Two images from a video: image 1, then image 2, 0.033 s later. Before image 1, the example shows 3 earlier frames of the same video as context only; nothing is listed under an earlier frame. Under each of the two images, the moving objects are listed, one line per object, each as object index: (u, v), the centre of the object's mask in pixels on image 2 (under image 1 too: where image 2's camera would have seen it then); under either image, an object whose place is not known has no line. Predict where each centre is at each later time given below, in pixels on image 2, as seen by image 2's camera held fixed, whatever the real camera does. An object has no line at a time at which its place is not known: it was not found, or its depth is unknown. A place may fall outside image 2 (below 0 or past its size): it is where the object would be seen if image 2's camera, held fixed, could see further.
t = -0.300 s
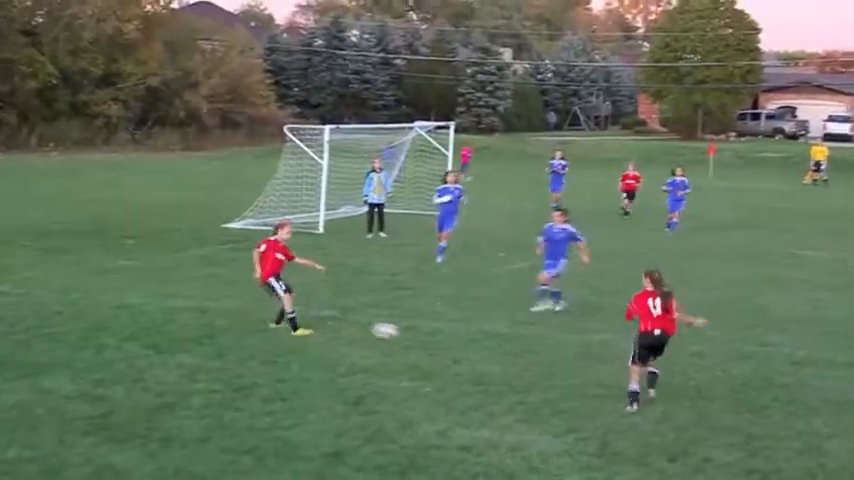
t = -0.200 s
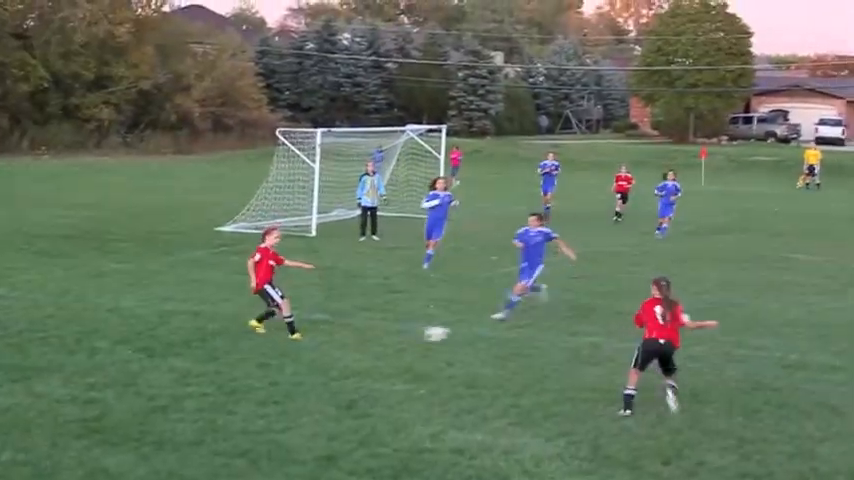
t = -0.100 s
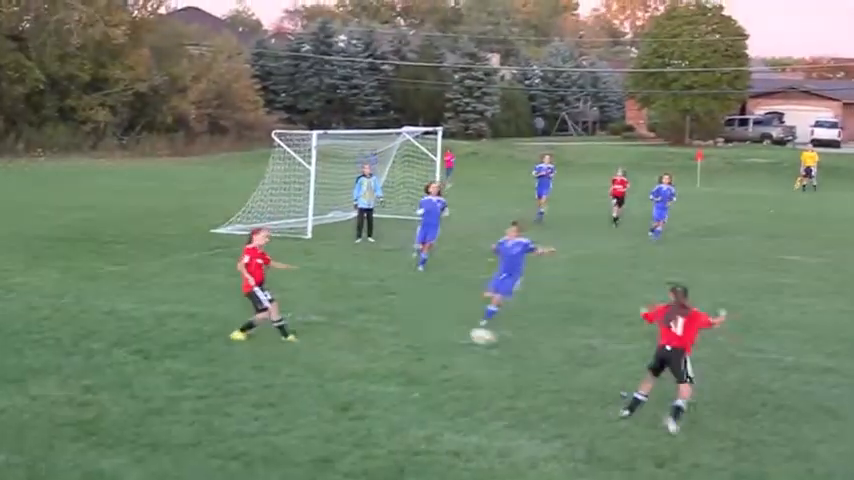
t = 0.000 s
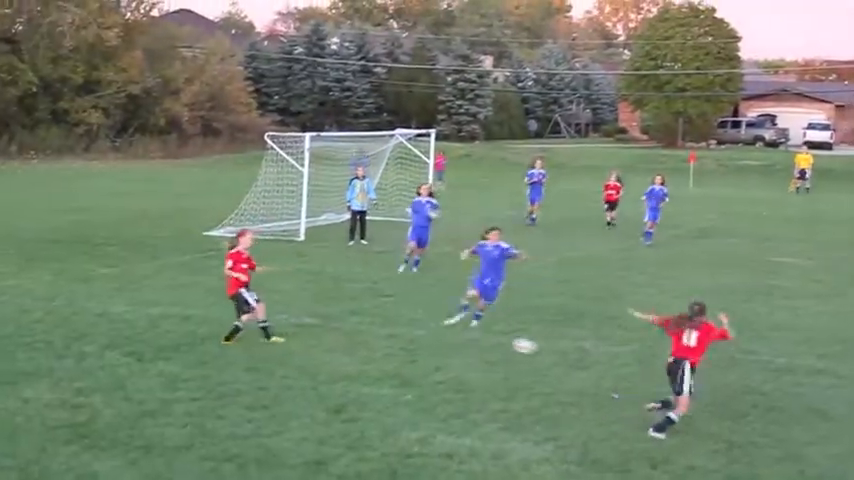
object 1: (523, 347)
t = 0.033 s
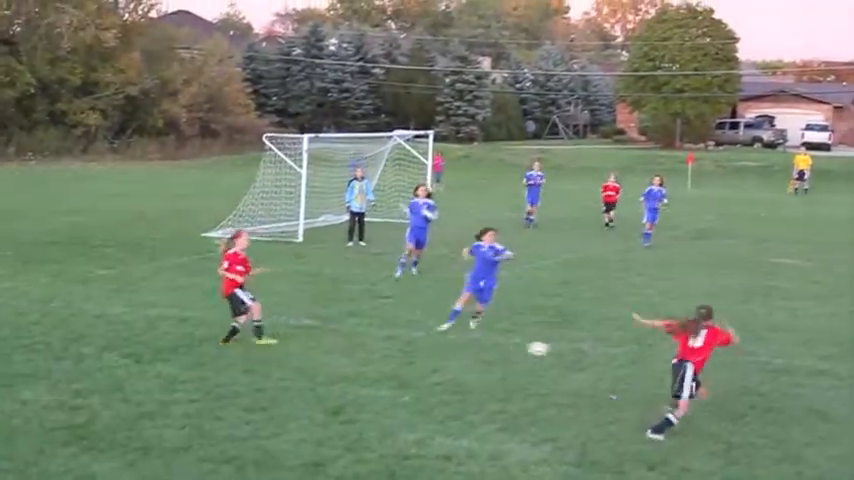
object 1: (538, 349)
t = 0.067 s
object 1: (551, 348)
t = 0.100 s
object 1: (563, 347)
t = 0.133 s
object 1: (575, 347)
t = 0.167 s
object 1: (587, 348)
